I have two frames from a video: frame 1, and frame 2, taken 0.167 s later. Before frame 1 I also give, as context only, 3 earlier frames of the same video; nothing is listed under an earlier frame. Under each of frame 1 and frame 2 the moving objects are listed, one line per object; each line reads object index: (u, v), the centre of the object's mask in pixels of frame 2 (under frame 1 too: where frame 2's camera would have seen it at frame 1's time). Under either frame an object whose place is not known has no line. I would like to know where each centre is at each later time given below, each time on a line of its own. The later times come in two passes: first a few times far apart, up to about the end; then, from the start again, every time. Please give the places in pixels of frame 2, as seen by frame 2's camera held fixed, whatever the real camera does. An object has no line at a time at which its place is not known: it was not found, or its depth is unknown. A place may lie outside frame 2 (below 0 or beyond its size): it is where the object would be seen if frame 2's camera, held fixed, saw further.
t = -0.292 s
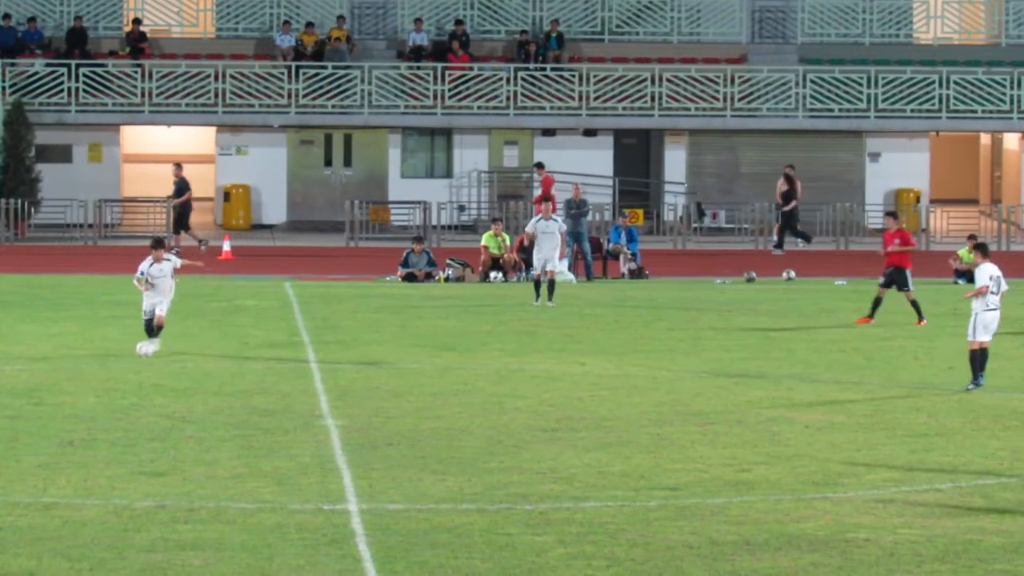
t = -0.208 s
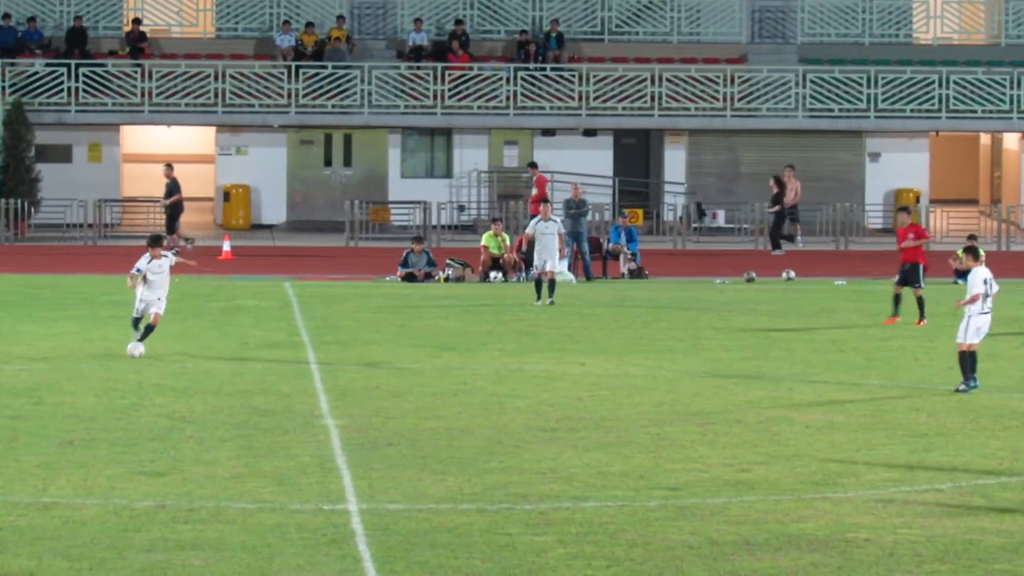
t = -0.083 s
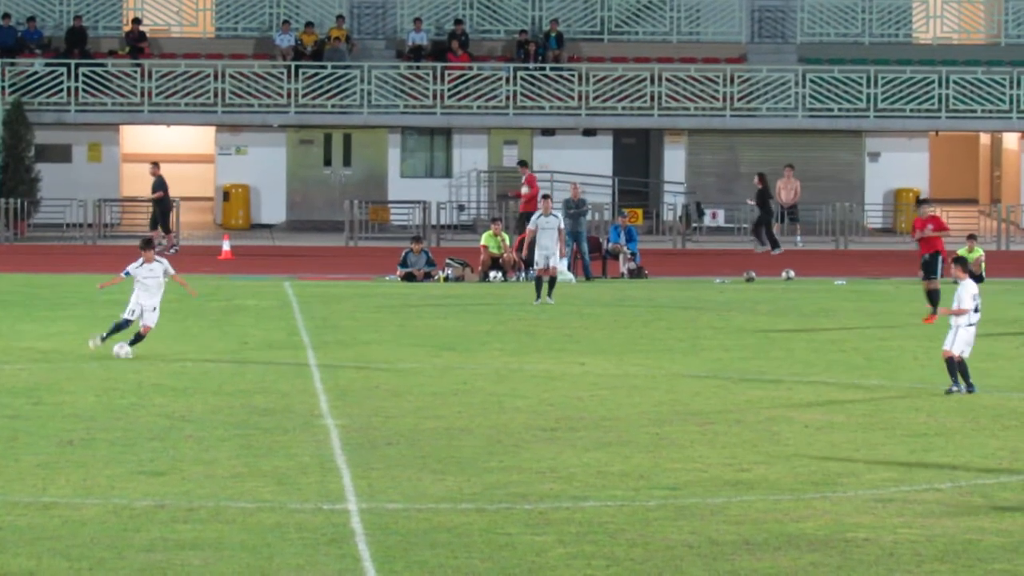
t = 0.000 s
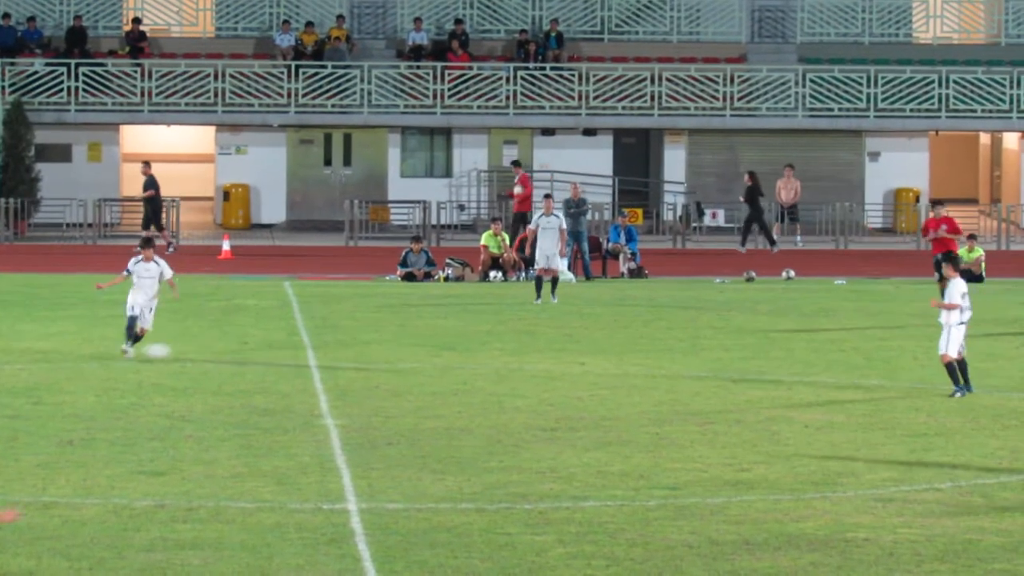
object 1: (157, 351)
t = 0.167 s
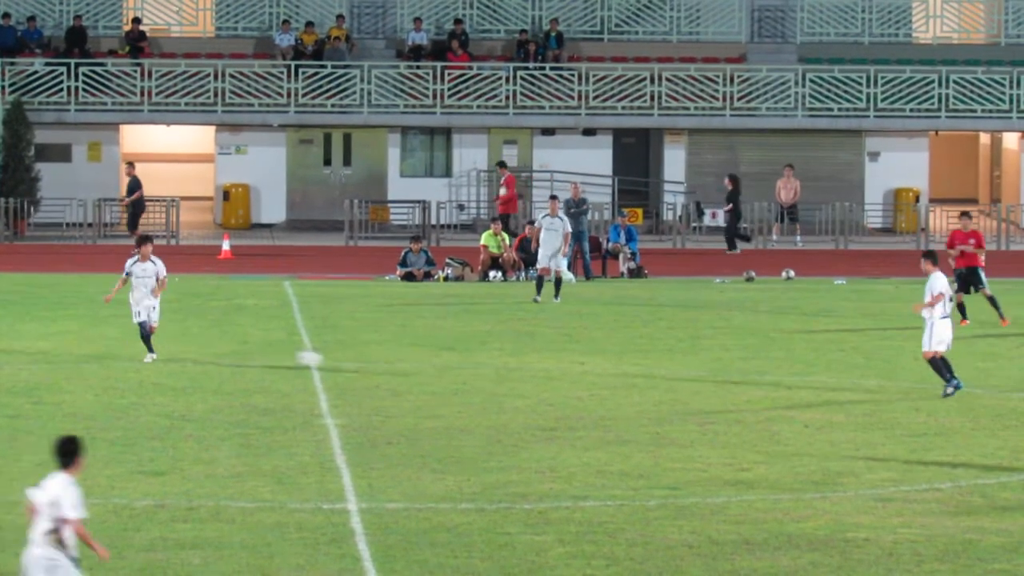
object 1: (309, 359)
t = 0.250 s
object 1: (378, 362)
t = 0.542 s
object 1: (599, 370)
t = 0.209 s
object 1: (345, 363)
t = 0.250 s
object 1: (378, 362)
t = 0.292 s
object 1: (412, 362)
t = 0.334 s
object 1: (446, 365)
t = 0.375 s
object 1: (480, 368)
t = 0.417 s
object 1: (512, 370)
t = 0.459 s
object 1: (541, 371)
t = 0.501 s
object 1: (571, 373)
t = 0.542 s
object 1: (599, 370)
